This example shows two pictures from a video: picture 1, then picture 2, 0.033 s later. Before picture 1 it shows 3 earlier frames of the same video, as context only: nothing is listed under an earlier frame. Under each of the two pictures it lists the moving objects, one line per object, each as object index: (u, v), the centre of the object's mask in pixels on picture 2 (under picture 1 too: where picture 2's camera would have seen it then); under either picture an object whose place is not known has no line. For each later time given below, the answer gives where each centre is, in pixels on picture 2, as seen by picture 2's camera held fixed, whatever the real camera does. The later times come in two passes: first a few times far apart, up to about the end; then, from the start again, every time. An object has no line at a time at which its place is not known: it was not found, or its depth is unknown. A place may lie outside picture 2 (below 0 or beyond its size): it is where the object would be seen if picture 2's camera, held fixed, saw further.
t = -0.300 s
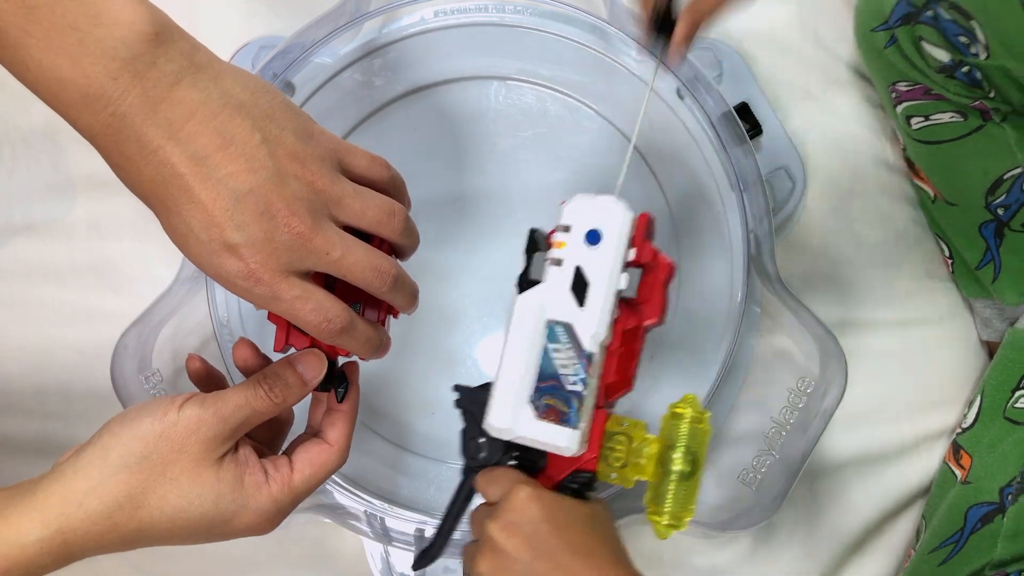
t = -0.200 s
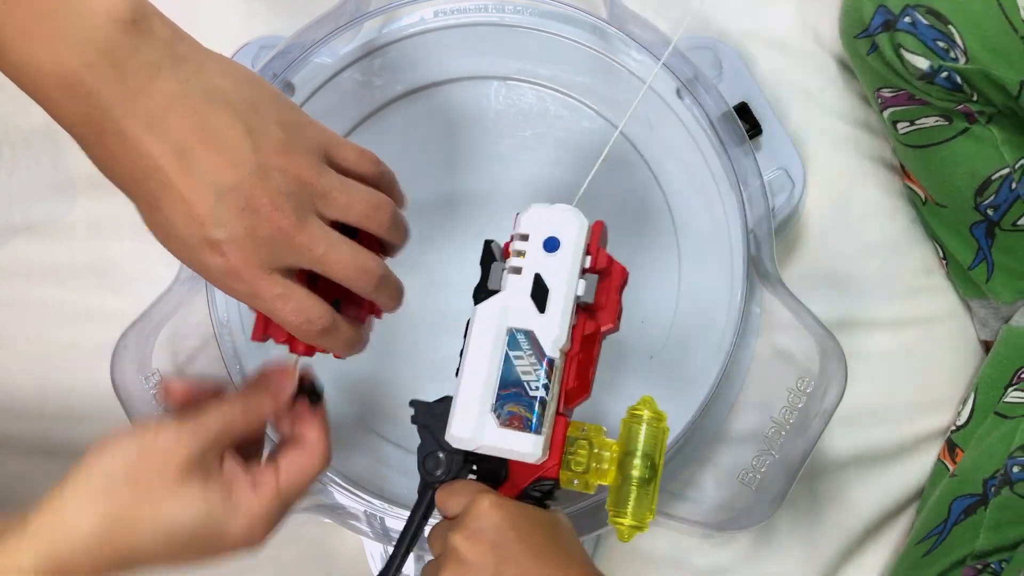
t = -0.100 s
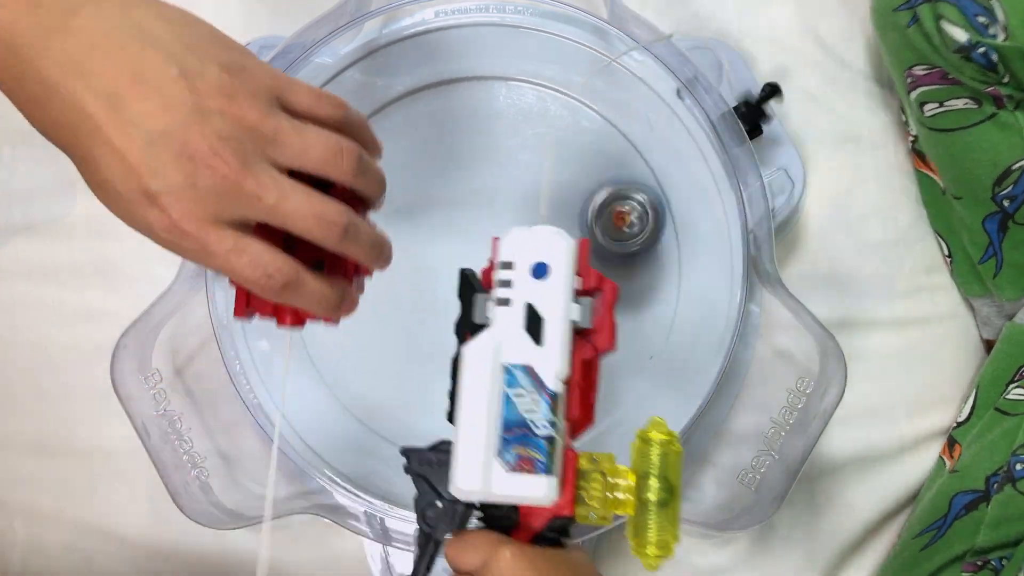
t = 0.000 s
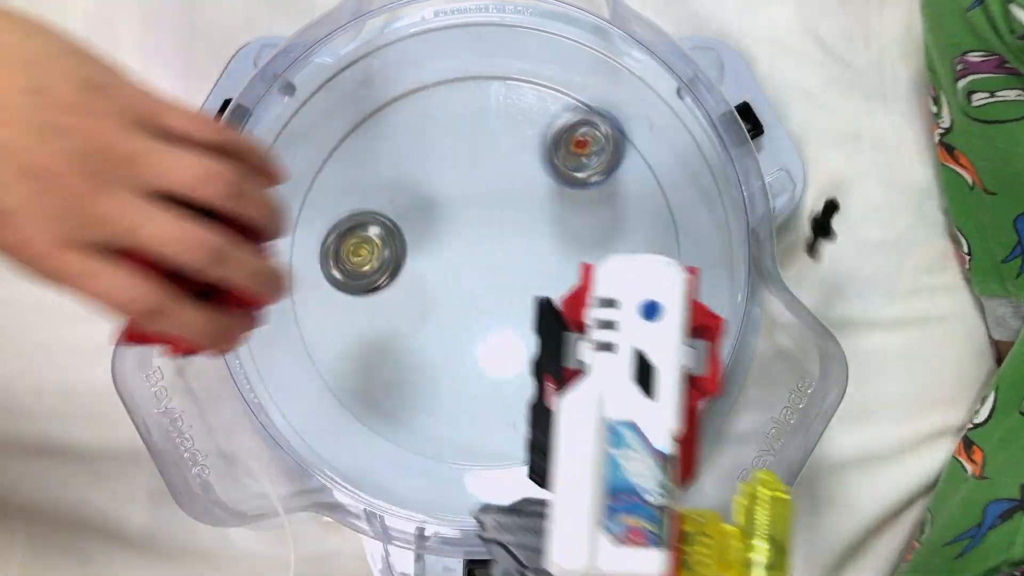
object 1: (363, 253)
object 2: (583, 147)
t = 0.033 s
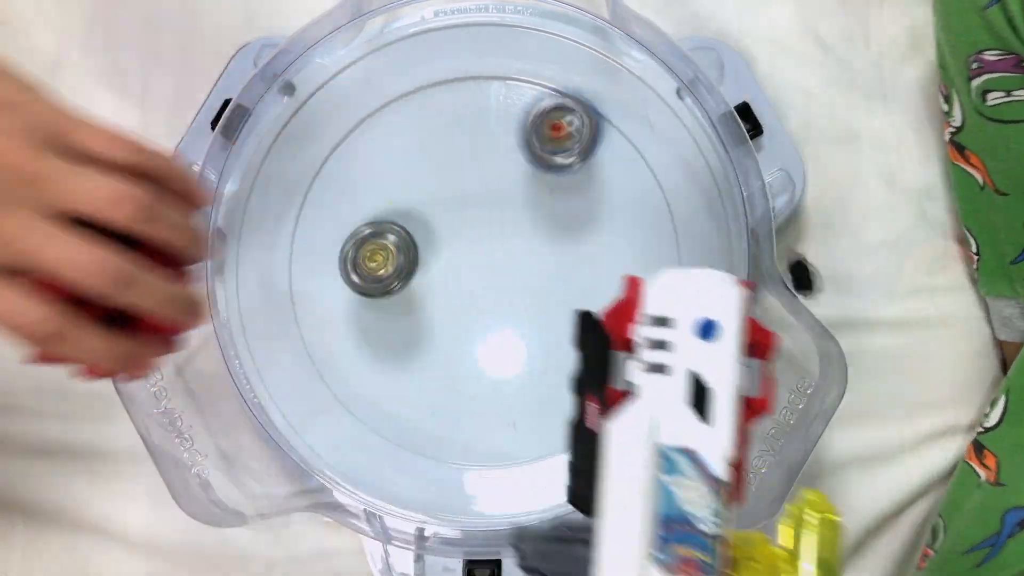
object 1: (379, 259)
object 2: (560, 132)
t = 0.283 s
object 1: (489, 261)
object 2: (334, 198)
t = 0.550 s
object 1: (523, 293)
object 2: (310, 460)
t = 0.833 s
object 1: (581, 106)
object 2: (379, 430)
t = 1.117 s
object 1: (371, 196)
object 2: (444, 321)
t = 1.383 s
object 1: (393, 401)
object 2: (444, 177)
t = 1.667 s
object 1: (600, 278)
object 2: (377, 206)
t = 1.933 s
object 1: (494, 127)
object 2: (394, 310)
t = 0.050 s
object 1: (387, 260)
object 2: (547, 127)
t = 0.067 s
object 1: (392, 258)
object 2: (532, 124)
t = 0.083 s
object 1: (399, 256)
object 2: (515, 120)
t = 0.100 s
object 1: (406, 255)
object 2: (502, 119)
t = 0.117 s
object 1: (413, 255)
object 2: (486, 119)
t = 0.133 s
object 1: (422, 254)
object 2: (469, 122)
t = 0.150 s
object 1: (430, 254)
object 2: (453, 126)
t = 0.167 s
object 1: (439, 254)
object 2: (435, 132)
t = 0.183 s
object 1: (445, 253)
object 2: (420, 138)
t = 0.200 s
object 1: (453, 254)
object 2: (405, 145)
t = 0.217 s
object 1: (460, 255)
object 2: (390, 153)
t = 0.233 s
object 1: (468, 256)
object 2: (374, 164)
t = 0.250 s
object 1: (476, 258)
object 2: (361, 174)
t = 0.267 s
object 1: (482, 260)
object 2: (348, 186)
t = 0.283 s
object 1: (489, 261)
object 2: (334, 198)
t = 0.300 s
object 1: (495, 264)
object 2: (321, 214)
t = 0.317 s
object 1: (502, 266)
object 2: (311, 228)
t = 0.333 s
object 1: (506, 269)
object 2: (300, 244)
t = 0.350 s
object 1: (511, 272)
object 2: (291, 262)
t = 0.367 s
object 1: (516, 275)
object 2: (285, 278)
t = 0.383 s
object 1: (519, 278)
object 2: (279, 294)
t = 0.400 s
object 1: (522, 281)
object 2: (272, 313)
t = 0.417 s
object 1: (525, 283)
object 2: (268, 330)
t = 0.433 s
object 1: (527, 284)
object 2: (268, 350)
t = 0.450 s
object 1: (528, 286)
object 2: (270, 365)
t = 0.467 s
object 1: (528, 287)
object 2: (264, 388)
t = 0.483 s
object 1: (529, 289)
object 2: (270, 404)
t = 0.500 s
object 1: (528, 290)
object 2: (282, 419)
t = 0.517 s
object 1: (527, 292)
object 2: (292, 433)
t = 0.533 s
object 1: (526, 293)
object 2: (302, 448)
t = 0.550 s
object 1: (523, 293)
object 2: (310, 460)
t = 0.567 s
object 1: (520, 294)
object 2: (320, 457)
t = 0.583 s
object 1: (517, 295)
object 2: (336, 444)
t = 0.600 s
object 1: (513, 296)
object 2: (343, 440)
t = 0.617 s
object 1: (509, 297)
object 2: (353, 430)
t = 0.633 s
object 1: (504, 297)
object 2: (365, 421)
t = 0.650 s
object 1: (500, 297)
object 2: (378, 412)
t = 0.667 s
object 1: (495, 298)
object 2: (390, 402)
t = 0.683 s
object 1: (490, 297)
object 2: (401, 395)
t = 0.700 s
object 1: (484, 297)
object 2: (415, 383)
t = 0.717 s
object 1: (479, 295)
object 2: (431, 370)
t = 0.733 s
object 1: (483, 286)
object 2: (438, 366)
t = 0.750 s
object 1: (500, 256)
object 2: (421, 386)
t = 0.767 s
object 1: (517, 223)
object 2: (406, 402)
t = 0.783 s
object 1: (535, 192)
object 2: (392, 422)
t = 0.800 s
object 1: (550, 163)
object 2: (384, 429)
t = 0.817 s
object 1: (567, 133)
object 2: (380, 430)
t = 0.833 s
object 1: (581, 106)
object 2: (379, 430)
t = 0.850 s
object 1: (593, 78)
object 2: (378, 430)
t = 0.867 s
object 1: (599, 60)
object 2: (378, 429)
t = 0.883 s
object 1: (589, 54)
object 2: (378, 427)
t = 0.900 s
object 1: (575, 57)
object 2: (381, 424)
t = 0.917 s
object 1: (559, 61)
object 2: (385, 418)
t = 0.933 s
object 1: (542, 66)
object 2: (391, 412)
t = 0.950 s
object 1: (525, 72)
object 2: (396, 405)
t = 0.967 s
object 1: (507, 82)
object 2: (401, 399)
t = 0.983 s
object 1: (489, 92)
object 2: (407, 392)
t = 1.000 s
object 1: (473, 103)
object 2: (412, 385)
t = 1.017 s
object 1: (457, 114)
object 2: (418, 377)
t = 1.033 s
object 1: (442, 125)
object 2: (423, 368)
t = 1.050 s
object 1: (427, 138)
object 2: (428, 361)
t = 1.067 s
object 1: (412, 152)
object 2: (432, 352)
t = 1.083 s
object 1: (398, 165)
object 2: (437, 341)
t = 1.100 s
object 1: (384, 180)
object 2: (440, 332)
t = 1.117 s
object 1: (371, 196)
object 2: (444, 321)
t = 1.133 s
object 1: (359, 213)
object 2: (447, 312)
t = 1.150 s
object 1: (352, 229)
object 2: (450, 302)
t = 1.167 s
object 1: (346, 243)
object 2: (452, 291)
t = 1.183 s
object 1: (341, 257)
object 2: (454, 281)
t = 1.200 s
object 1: (336, 273)
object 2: (455, 270)
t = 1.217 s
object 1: (333, 288)
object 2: (457, 260)
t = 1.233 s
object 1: (332, 303)
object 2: (458, 250)
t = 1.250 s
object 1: (333, 318)
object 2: (458, 240)
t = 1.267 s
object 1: (336, 334)
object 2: (457, 231)
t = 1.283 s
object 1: (341, 346)
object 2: (456, 222)
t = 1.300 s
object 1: (347, 359)
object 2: (455, 213)
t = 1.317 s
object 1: (353, 367)
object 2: (454, 205)
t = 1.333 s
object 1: (360, 377)
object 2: (452, 197)
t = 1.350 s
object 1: (370, 387)
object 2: (450, 190)
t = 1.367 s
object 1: (380, 394)
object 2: (447, 183)
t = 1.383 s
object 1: (393, 401)
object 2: (444, 177)
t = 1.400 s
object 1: (407, 406)
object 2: (442, 172)
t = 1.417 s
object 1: (423, 409)
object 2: (438, 168)
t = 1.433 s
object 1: (438, 409)
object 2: (435, 164)
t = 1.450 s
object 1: (452, 408)
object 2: (431, 161)
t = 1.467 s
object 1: (468, 407)
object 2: (427, 159)
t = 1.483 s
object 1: (484, 403)
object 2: (423, 158)
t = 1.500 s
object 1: (498, 399)
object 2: (419, 158)
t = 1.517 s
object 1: (515, 392)
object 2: (414, 159)
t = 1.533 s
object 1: (531, 383)
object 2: (410, 160)
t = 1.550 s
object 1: (545, 372)
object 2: (406, 163)
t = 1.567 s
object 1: (557, 360)
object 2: (401, 167)
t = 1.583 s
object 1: (567, 347)
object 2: (397, 172)
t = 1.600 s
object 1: (576, 335)
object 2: (393, 177)
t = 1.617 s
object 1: (584, 321)
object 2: (389, 184)
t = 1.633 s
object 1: (590, 309)
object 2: (385, 191)
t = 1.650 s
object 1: (596, 294)
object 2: (381, 198)
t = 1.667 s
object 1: (600, 278)
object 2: (377, 206)
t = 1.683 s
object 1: (602, 263)
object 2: (372, 213)
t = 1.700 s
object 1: (603, 247)
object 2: (368, 221)
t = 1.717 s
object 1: (601, 231)
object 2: (364, 229)
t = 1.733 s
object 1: (599, 218)
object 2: (360, 236)
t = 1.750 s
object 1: (595, 205)
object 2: (358, 244)
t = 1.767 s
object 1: (590, 194)
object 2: (356, 251)
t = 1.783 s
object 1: (584, 182)
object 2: (354, 259)
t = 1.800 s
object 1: (577, 171)
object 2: (354, 266)
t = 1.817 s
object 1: (570, 160)
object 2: (355, 274)
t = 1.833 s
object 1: (560, 151)
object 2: (358, 280)
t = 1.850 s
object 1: (549, 144)
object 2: (362, 287)
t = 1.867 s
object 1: (538, 138)
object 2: (366, 292)
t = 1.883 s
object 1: (529, 134)
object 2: (372, 297)
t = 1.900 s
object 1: (518, 130)
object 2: (378, 302)
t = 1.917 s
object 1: (506, 128)
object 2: (386, 307)
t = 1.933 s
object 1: (494, 127)
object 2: (394, 310)
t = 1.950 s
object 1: (480, 129)
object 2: (403, 314)
